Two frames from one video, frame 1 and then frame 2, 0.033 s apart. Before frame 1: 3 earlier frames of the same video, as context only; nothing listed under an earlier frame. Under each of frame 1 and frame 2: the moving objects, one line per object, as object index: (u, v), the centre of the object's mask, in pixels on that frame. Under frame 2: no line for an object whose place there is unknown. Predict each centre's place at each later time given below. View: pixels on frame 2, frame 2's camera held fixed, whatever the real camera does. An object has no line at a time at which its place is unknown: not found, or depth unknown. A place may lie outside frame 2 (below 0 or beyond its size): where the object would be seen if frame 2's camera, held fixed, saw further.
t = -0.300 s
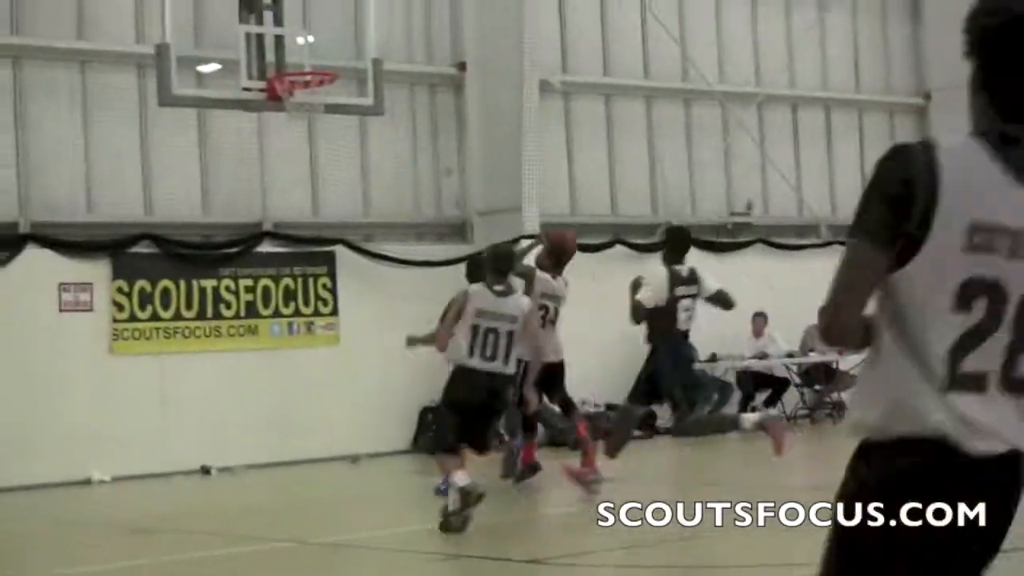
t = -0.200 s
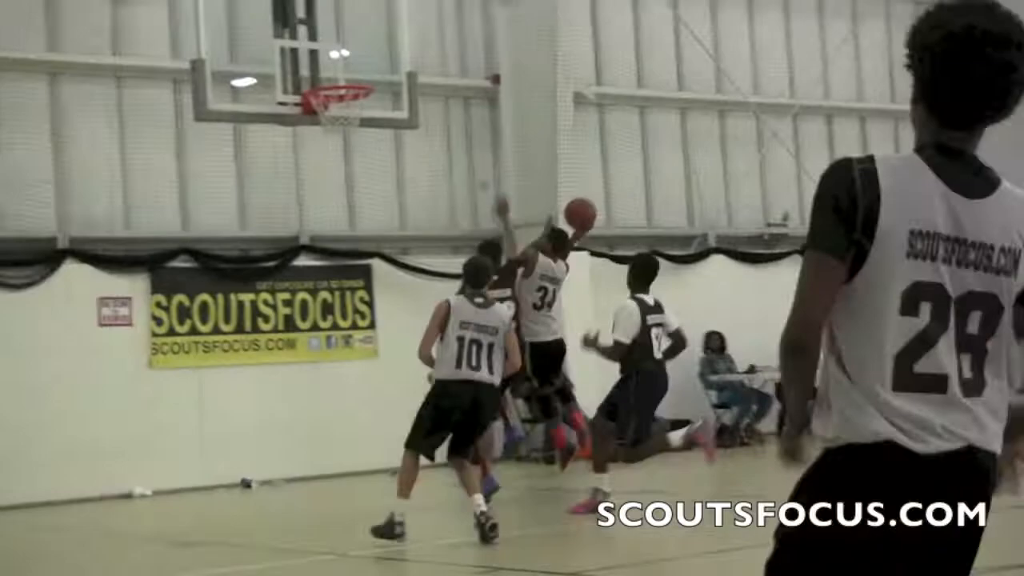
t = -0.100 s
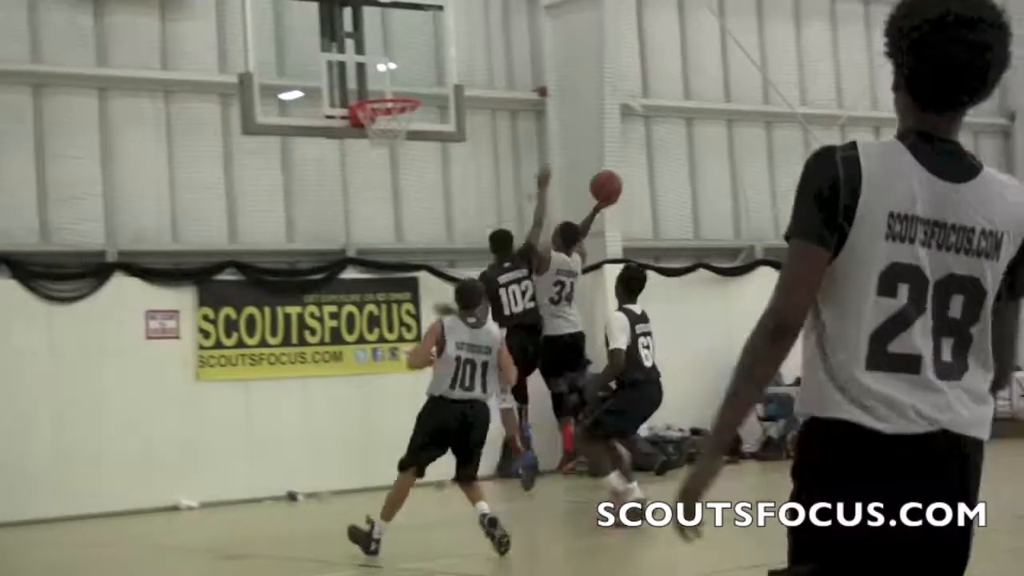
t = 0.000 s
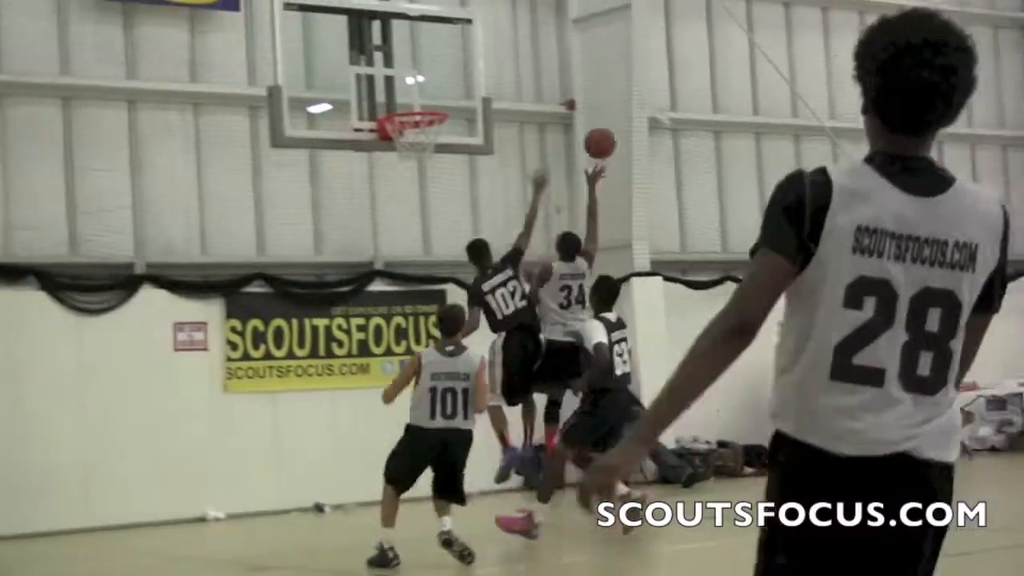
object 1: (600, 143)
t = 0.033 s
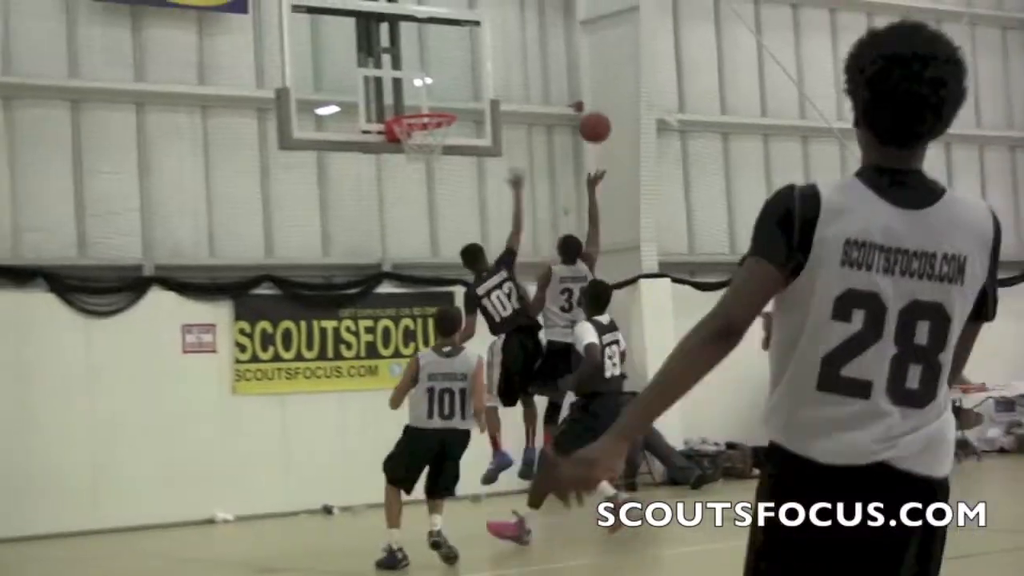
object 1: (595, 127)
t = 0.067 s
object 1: (582, 111)
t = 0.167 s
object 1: (543, 72)
